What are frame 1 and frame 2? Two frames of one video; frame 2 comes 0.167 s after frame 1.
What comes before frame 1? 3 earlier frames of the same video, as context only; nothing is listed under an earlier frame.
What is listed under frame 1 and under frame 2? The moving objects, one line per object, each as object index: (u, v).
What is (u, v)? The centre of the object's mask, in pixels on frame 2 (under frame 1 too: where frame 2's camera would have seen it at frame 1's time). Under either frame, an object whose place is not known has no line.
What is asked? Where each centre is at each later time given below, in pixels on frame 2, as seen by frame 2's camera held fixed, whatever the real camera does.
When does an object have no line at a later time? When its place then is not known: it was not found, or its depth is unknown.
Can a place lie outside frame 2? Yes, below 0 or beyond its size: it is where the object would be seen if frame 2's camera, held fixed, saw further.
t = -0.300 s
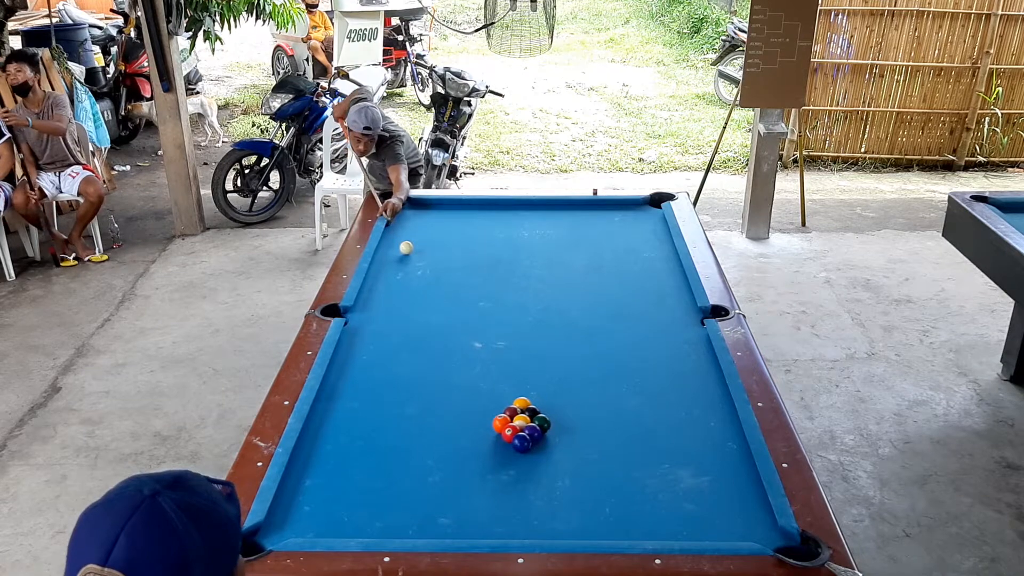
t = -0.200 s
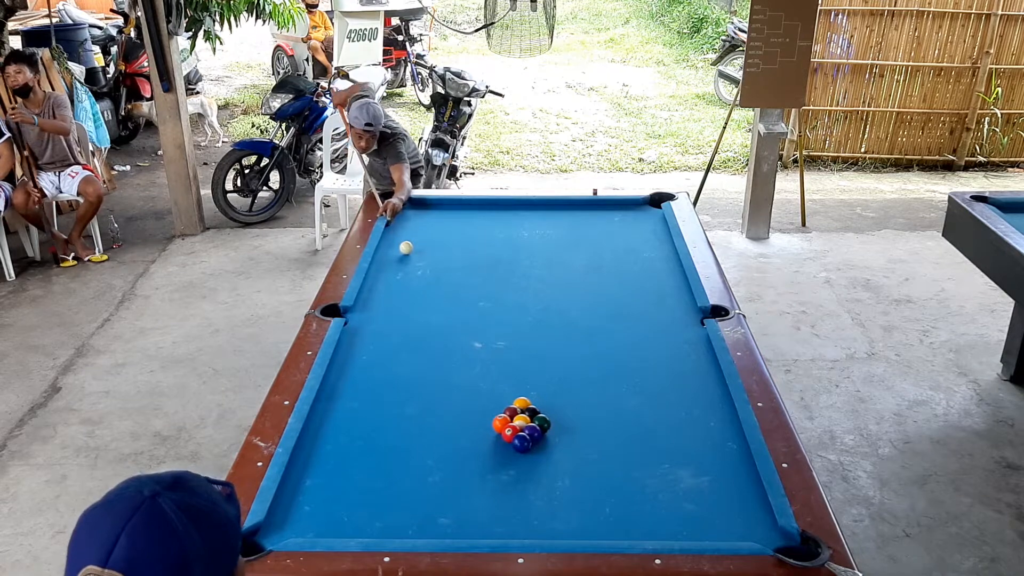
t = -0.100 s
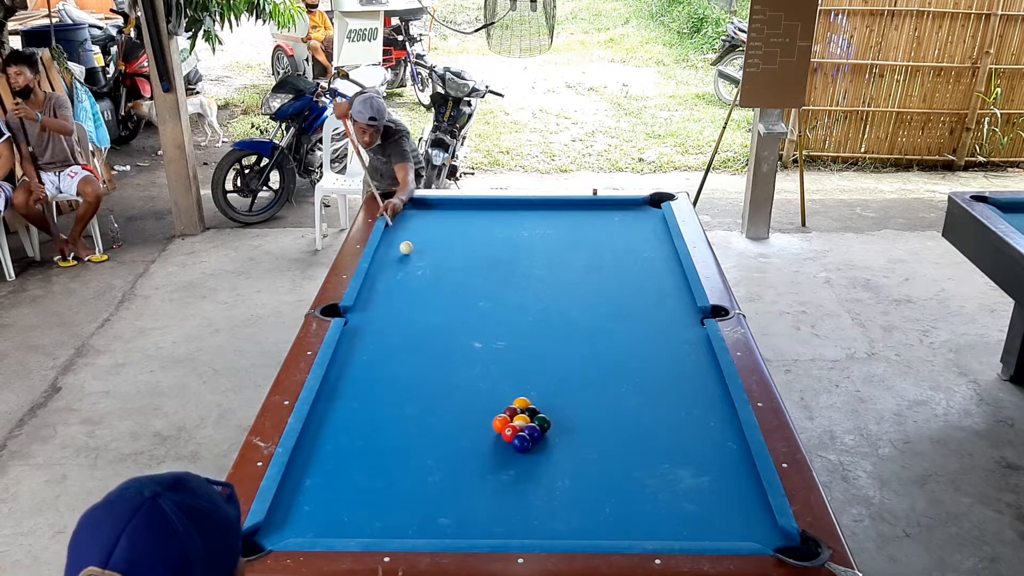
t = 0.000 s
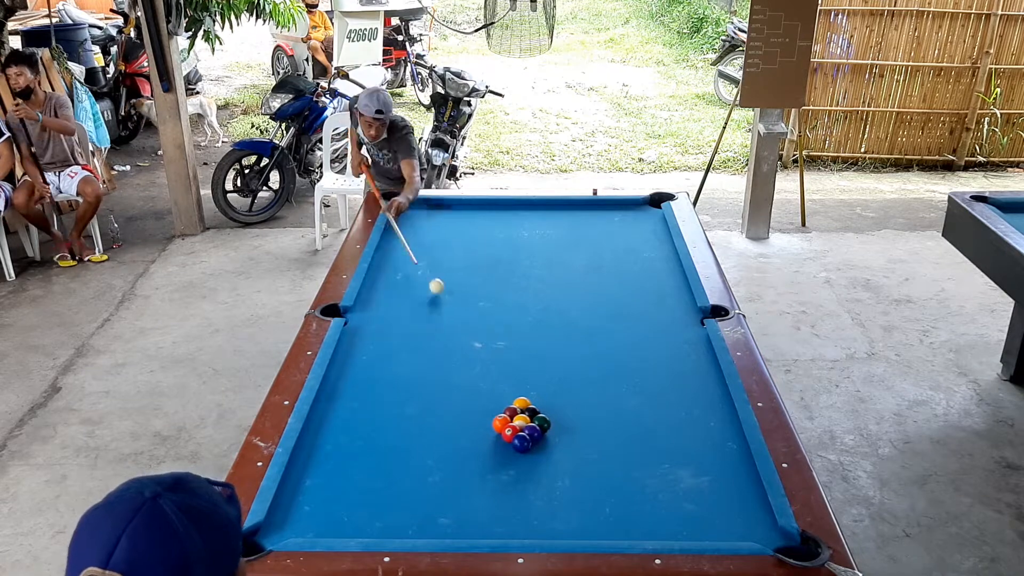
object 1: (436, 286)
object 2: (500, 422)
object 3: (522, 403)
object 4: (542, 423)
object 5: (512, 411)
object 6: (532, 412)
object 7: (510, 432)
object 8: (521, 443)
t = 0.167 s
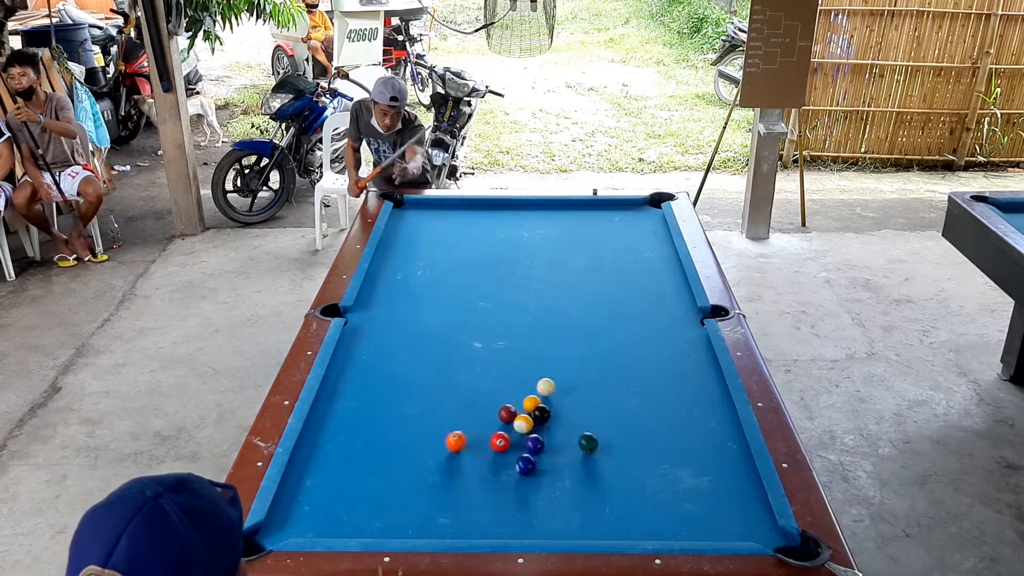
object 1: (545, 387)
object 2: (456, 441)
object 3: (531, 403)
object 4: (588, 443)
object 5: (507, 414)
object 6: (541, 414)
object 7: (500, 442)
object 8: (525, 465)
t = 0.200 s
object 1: (562, 381)
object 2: (424, 453)
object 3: (537, 402)
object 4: (620, 455)
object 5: (504, 413)
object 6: (547, 413)
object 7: (492, 447)
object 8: (528, 479)
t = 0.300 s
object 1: (607, 368)
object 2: (325, 490)
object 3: (554, 398)
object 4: (719, 495)
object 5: (496, 411)
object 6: (562, 411)
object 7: (473, 461)
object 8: (536, 525)
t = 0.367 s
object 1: (635, 360)
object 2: (287, 512)
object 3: (566, 396)
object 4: (755, 517)
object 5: (491, 410)
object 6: (572, 410)
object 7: (460, 471)
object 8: (538, 527)
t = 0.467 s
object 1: (672, 352)
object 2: (336, 527)
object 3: (583, 392)
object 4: (707, 533)
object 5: (484, 408)
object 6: (587, 408)
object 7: (440, 485)
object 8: (529, 511)
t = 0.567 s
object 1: (703, 345)
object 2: (377, 529)
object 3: (599, 389)
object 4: (668, 531)
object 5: (477, 406)
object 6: (601, 406)
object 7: (419, 501)
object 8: (509, 512)
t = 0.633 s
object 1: (686, 346)
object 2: (403, 525)
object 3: (609, 387)
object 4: (644, 526)
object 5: (472, 405)
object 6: (610, 404)
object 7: (406, 508)
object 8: (496, 512)
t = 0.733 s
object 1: (667, 347)
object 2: (434, 532)
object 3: (625, 384)
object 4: (609, 516)
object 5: (466, 403)
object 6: (624, 402)
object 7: (391, 505)
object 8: (478, 512)
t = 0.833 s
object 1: (650, 348)
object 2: (468, 527)
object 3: (640, 380)
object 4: (576, 507)
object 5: (459, 402)
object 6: (638, 400)
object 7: (377, 504)
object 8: (460, 510)
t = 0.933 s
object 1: (633, 349)
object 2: (500, 521)
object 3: (655, 377)
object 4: (544, 499)
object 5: (453, 400)
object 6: (651, 398)
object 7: (363, 502)
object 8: (443, 512)
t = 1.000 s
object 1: (622, 350)
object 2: (522, 517)
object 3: (664, 375)
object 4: (524, 494)
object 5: (450, 399)
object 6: (660, 397)
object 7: (353, 502)
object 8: (432, 512)
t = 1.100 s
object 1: (605, 350)
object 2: (553, 512)
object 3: (678, 372)
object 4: (494, 486)
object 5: (444, 398)
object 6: (673, 396)
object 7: (340, 500)
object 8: (415, 513)
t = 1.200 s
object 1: (588, 351)
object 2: (583, 506)
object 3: (692, 369)
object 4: (465, 479)
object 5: (438, 397)
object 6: (685, 394)
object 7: (326, 498)
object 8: (398, 513)
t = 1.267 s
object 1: (578, 352)
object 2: (603, 503)
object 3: (701, 367)
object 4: (446, 474)
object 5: (435, 396)
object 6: (693, 393)
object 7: (318, 497)
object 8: (388, 513)
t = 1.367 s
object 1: (561, 353)
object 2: (632, 497)
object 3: (709, 364)
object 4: (419, 467)
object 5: (430, 395)
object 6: (706, 391)
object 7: (305, 496)
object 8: (371, 513)
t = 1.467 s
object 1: (546, 354)
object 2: (661, 492)
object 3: (700, 359)
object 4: (392, 460)
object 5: (426, 394)
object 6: (718, 389)
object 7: (293, 494)
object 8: (356, 514)
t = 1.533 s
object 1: (535, 354)
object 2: (680, 489)
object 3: (695, 357)
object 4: (375, 456)
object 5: (423, 393)
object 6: (716, 389)
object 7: (286, 493)
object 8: (346, 514)
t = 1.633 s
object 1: (520, 355)
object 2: (707, 484)
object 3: (687, 353)
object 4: (350, 450)
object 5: (418, 392)
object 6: (710, 388)
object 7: (294, 491)
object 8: (330, 514)
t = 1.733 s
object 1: (504, 356)
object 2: (730, 476)
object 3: (678, 349)
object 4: (325, 444)
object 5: (415, 391)
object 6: (703, 387)
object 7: (301, 489)
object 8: (316, 514)
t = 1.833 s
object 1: (489, 357)
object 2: (744, 468)
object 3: (671, 345)
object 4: (310, 438)
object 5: (411, 390)
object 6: (697, 386)
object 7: (308, 486)
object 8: (302, 514)
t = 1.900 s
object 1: (479, 357)
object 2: (733, 461)
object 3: (666, 343)
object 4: (322, 432)
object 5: (409, 390)
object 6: (693, 386)
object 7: (312, 485)
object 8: (293, 514)
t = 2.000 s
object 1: (465, 358)
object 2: (719, 452)
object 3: (659, 339)
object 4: (338, 425)
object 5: (406, 389)
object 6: (688, 385)
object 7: (319, 483)
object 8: (285, 513)
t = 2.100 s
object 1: (450, 359)
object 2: (705, 443)
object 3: (652, 336)
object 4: (353, 417)
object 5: (403, 388)
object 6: (683, 385)
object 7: (325, 481)
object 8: (288, 513)
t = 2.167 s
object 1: (441, 359)
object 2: (696, 437)
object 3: (648, 334)
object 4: (363, 413)
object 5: (401, 388)
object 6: (679, 384)
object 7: (329, 480)
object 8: (292, 515)
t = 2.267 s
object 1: (427, 360)
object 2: (683, 429)
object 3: (642, 331)
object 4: (378, 406)
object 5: (398, 387)
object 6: (675, 383)
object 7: (334, 478)
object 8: (296, 515)
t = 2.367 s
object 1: (413, 360)
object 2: (671, 421)
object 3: (636, 328)
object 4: (391, 400)
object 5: (396, 385)
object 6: (670, 383)
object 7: (339, 477)
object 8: (303, 516)
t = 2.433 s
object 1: (404, 361)
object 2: (663, 416)
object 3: (632, 326)
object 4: (400, 396)
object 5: (393, 384)
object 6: (667, 382)
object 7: (343, 475)
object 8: (307, 515)
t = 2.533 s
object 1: (390, 362)
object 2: (652, 409)
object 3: (626, 324)
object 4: (413, 390)
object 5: (393, 386)
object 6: (663, 382)
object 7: (348, 474)
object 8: (313, 516)
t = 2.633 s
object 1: (377, 362)
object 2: (641, 402)
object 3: (621, 321)
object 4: (426, 384)
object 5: (391, 385)
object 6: (659, 381)
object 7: (353, 472)
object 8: (319, 516)
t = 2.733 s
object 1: (364, 363)
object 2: (630, 395)
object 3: (615, 319)
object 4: (438, 378)
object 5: (390, 385)
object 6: (656, 381)
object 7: (357, 471)
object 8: (325, 516)
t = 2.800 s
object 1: (356, 363)
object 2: (624, 390)
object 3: (612, 317)
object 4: (446, 375)
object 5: (389, 385)
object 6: (654, 380)
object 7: (360, 470)
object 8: (329, 516)
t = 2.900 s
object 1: (343, 364)
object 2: (614, 384)
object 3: (607, 315)
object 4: (457, 369)
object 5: (388, 384)
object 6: (651, 380)
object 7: (364, 468)
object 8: (334, 516)
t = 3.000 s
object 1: (339, 364)
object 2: (605, 378)
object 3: (603, 313)
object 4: (468, 364)
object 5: (388, 384)
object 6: (648, 379)
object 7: (368, 467)
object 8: (339, 516)
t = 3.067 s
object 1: (343, 363)
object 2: (599, 374)
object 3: (600, 312)
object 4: (475, 361)
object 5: (388, 384)
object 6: (647, 379)
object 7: (370, 466)
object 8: (343, 516)
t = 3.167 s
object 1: (349, 362)
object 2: (590, 369)
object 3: (596, 310)
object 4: (486, 357)
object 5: (387, 384)
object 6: (644, 379)
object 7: (374, 465)
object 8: (347, 516)
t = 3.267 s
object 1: (355, 361)
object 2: (582, 363)
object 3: (592, 308)
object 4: (496, 352)
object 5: (387, 384)
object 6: (643, 378)
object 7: (377, 464)
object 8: (352, 516)
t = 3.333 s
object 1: (359, 361)
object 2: (577, 359)
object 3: (589, 307)
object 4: (503, 349)
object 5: (387, 384)
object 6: (641, 378)
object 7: (379, 463)
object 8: (356, 516)
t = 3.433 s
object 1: (365, 360)
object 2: (569, 354)
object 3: (585, 305)
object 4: (512, 345)
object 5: (387, 384)
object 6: (640, 378)
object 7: (382, 462)
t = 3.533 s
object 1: (370, 360)
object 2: (562, 350)
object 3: (582, 304)
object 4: (522, 341)
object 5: (387, 384)
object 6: (639, 377)
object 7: (384, 462)
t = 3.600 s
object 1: (373, 359)
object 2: (557, 346)
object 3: (580, 303)
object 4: (528, 338)
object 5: (387, 384)
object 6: (638, 377)
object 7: (386, 461)
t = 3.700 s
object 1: (378, 359)
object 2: (550, 342)
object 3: (576, 301)
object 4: (536, 334)
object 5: (387, 384)
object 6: (637, 377)
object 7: (388, 456)
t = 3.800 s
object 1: (383, 358)
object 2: (544, 338)
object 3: (573, 300)
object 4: (545, 327)
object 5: (387, 384)
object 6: (637, 376)
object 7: (390, 460)
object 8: (371, 515)
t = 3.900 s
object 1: (388, 357)
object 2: (538, 335)
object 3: (571, 299)
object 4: (553, 326)
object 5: (387, 384)
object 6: (637, 376)
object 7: (392, 459)
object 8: (375, 517)
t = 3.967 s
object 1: (391, 357)
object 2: (534, 333)
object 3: (569, 298)
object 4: (557, 323)
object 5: (387, 384)
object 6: (636, 376)
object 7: (393, 458)
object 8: (377, 517)
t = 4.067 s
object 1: (395, 357)
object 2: (529, 331)
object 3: (567, 297)
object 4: (565, 319)
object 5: (387, 384)
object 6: (636, 376)
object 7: (395, 458)
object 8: (379, 517)
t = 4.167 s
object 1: (399, 356)
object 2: (524, 328)
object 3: (564, 296)
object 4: (572, 315)
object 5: (387, 384)
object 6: (636, 376)
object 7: (396, 458)
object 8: (382, 517)
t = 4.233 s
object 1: (402, 356)
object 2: (520, 327)
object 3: (562, 295)
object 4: (576, 312)
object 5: (387, 384)
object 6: (636, 377)
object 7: (397, 457)
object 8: (383, 517)
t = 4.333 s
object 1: (405, 355)
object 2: (516, 324)
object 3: (560, 295)
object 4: (583, 309)
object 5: (387, 384)
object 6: (636, 376)
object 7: (398, 457)
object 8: (385, 517)
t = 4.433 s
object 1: (409, 355)
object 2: (511, 322)
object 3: (559, 294)
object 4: (589, 305)
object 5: (387, 384)
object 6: (636, 376)
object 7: (398, 457)
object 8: (387, 517)
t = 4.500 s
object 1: (411, 355)
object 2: (509, 320)
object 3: (558, 294)
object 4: (594, 303)
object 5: (387, 384)
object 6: (636, 376)
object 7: (399, 456)
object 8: (388, 517)
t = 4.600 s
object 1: (415, 355)
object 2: (505, 318)
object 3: (556, 293)
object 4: (600, 300)
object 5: (387, 384)
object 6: (636, 376)
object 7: (399, 456)
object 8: (389, 517)
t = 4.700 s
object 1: (418, 354)
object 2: (501, 316)
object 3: (555, 293)
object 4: (606, 297)
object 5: (387, 384)
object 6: (636, 376)
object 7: (399, 456)
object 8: (390, 517)
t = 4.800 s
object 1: (421, 354)
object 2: (497, 315)
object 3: (554, 292)
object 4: (611, 294)
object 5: (387, 384)
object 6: (636, 376)
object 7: (399, 456)
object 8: (391, 516)
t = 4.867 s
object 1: (423, 354)
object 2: (495, 313)
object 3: (553, 292)
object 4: (615, 292)
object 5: (387, 384)
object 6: (636, 376)
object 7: (399, 456)
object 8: (392, 516)
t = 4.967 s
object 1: (426, 353)
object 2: (491, 311)
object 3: (552, 292)
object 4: (620, 289)
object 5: (387, 384)
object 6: (636, 376)
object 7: (399, 456)
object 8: (392, 516)
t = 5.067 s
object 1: (428, 353)
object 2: (488, 310)
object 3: (552, 292)
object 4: (625, 286)
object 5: (387, 384)
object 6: (636, 376)
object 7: (399, 456)
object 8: (392, 516)
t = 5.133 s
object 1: (430, 353)
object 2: (486, 309)
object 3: (552, 292)
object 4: (629, 284)
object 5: (387, 384)
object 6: (636, 376)
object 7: (399, 456)
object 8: (392, 516)
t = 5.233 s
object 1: (432, 353)
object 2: (483, 308)
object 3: (551, 291)
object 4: (634, 282)
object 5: (387, 384)
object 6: (636, 376)
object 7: (399, 456)
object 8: (392, 516)
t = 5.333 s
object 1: (434, 353)
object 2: (481, 306)
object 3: (551, 291)
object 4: (638, 279)
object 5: (387, 384)
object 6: (636, 376)
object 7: (399, 456)
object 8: (392, 516)
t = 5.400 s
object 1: (435, 352)
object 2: (479, 305)
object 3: (551, 291)
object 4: (642, 278)
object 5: (387, 384)
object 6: (636, 376)
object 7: (399, 456)
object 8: (392, 516)
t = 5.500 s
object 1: (437, 352)
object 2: (476, 304)
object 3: (551, 291)
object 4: (646, 276)
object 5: (387, 384)
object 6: (636, 376)
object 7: (399, 456)
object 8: (392, 516)
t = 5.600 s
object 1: (439, 352)
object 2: (474, 303)
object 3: (551, 291)
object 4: (651, 274)
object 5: (387, 384)
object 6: (636, 376)
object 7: (399, 456)
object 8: (392, 516)
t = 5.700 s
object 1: (440, 352)
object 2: (472, 302)
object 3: (551, 291)
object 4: (655, 272)
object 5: (387, 384)
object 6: (636, 376)
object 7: (399, 456)
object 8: (392, 516)
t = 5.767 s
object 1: (441, 352)
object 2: (471, 301)
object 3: (551, 291)
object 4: (658, 271)
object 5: (387, 384)
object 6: (636, 376)
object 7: (399, 456)
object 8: (392, 516)
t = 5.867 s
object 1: (442, 352)
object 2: (469, 301)
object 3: (551, 291)
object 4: (662, 269)
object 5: (387, 384)
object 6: (636, 376)
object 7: (399, 456)
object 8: (392, 516)
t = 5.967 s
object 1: (443, 352)
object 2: (468, 300)
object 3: (551, 291)
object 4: (665, 267)
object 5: (387, 384)
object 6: (636, 376)
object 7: (399, 456)
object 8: (392, 516)
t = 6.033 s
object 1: (444, 352)
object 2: (467, 299)
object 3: (551, 291)
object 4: (668, 266)
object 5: (387, 384)
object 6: (636, 376)
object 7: (399, 456)
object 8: (392, 516)
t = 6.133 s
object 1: (445, 352)
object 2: (465, 299)
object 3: (551, 291)
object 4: (672, 265)
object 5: (387, 384)
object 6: (636, 376)
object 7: (399, 456)
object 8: (392, 516)
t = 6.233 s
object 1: (446, 352)
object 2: (464, 298)
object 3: (551, 291)
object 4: (674, 263)
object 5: (387, 384)
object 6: (636, 376)
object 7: (399, 456)
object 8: (392, 516)
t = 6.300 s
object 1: (446, 352)
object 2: (464, 298)
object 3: (551, 291)
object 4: (673, 262)
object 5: (387, 384)
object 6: (636, 376)
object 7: (399, 456)
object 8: (392, 516)
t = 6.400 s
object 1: (446, 352)
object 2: (463, 297)
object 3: (551, 291)
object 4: (670, 262)
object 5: (387, 384)
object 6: (636, 376)
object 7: (399, 456)
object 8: (392, 516)
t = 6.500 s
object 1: (446, 352)
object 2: (462, 297)
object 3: (551, 291)
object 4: (668, 261)
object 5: (387, 384)
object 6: (636, 376)
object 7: (399, 456)
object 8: (392, 516)
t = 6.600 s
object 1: (446, 352)
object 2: (461, 297)
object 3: (551, 291)
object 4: (666, 260)
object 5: (387, 384)
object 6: (636, 376)
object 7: (399, 456)
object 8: (392, 516)
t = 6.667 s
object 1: (446, 352)
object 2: (461, 296)
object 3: (551, 291)
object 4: (665, 260)
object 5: (387, 384)
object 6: (636, 376)
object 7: (399, 456)
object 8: (392, 516)
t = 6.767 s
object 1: (446, 352)
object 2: (461, 296)
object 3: (551, 291)
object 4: (664, 260)
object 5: (387, 384)
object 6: (636, 376)
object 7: (399, 456)
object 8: (392, 516)
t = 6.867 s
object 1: (446, 352)
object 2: (461, 296)
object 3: (551, 291)
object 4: (663, 259)
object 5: (387, 384)
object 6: (636, 376)
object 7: (399, 456)
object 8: (392, 516)
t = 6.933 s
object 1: (446, 352)
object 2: (461, 296)
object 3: (551, 291)
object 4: (662, 259)
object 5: (387, 384)
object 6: (636, 376)
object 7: (399, 456)
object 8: (392, 516)
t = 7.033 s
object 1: (446, 352)
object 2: (460, 296)
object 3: (551, 291)
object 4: (661, 258)
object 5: (387, 384)
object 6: (636, 376)
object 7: (399, 456)
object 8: (392, 516)
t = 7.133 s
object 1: (446, 352)
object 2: (461, 296)
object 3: (551, 291)
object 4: (660, 258)
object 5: (387, 384)
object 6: (636, 376)
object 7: (399, 456)
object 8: (392, 516)
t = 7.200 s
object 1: (446, 352)
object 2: (461, 296)
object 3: (551, 291)
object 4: (660, 258)
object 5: (387, 384)
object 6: (636, 376)
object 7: (397, 453)
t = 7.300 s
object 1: (446, 352)
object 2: (461, 296)
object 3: (551, 291)
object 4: (660, 257)
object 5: (387, 384)
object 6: (636, 376)
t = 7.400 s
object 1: (446, 352)
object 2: (461, 296)
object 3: (551, 291)
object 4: (659, 257)
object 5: (387, 384)
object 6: (636, 376)
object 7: (400, 456)
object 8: (392, 517)
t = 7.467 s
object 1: (446, 352)
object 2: (461, 296)
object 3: (551, 291)
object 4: (659, 257)
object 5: (387, 384)
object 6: (636, 376)
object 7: (399, 456)
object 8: (391, 511)
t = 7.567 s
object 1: (446, 352)
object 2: (461, 296)
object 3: (551, 291)
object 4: (659, 257)
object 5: (387, 384)
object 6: (636, 376)
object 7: (399, 456)
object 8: (392, 516)
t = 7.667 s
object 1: (446, 352)
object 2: (461, 296)
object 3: (551, 291)
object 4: (659, 257)
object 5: (387, 384)
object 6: (636, 376)
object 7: (399, 456)
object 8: (392, 516)
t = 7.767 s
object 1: (446, 352)
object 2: (461, 296)
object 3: (551, 291)
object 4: (659, 257)
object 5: (387, 384)
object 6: (636, 376)
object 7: (399, 456)
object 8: (392, 516)
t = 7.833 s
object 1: (446, 352)
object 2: (461, 296)
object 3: (551, 291)
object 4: (659, 257)
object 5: (387, 384)
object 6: (636, 376)
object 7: (399, 456)
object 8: (392, 516)
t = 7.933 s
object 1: (446, 352)
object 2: (461, 296)
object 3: (551, 291)
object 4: (659, 257)
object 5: (387, 384)
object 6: (636, 376)
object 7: (399, 456)
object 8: (392, 516)
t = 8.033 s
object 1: (446, 352)
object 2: (461, 296)
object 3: (551, 291)
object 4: (659, 257)
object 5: (387, 384)
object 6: (636, 376)
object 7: (399, 456)
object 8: (392, 516)
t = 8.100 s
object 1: (446, 352)
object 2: (461, 296)
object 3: (551, 291)
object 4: (659, 257)
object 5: (387, 384)
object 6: (636, 376)
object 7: (399, 456)
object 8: (392, 516)
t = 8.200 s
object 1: (446, 352)
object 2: (461, 296)
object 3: (551, 291)
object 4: (659, 257)
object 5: (387, 384)
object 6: (636, 376)
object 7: (399, 456)
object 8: (392, 516)
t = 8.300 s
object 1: (446, 352)
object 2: (461, 296)
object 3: (551, 291)
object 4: (659, 257)
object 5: (387, 384)
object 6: (636, 376)
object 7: (399, 456)
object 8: (392, 516)
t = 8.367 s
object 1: (446, 352)
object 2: (461, 296)
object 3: (551, 291)
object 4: (659, 257)
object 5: (387, 384)
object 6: (636, 376)
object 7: (399, 456)
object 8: (392, 516)
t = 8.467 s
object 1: (446, 352)
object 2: (461, 296)
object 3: (551, 291)
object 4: (659, 257)
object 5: (387, 384)
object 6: (636, 376)
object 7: (399, 456)
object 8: (392, 516)
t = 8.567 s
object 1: (446, 352)
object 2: (461, 296)
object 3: (551, 291)
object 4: (659, 257)
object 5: (387, 384)
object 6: (636, 376)
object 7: (399, 456)
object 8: (392, 516)
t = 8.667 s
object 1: (446, 352)
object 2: (461, 296)
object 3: (551, 291)
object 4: (659, 257)
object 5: (387, 384)
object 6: (636, 376)
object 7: (399, 456)
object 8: (392, 516)
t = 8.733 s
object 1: (446, 352)
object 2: (461, 296)
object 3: (551, 291)
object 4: (659, 257)
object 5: (387, 384)
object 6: (636, 376)
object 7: (399, 456)
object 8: (392, 516)
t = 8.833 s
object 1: (446, 352)
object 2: (461, 296)
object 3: (551, 291)
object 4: (659, 257)
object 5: (387, 384)
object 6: (636, 376)
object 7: (399, 456)
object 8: (392, 516)
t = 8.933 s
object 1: (446, 352)
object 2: (461, 296)
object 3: (551, 291)
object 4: (659, 257)
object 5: (387, 384)
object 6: (636, 376)
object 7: (399, 456)
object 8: (392, 516)
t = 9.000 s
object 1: (446, 352)
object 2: (461, 296)
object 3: (551, 291)
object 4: (659, 257)
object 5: (387, 384)
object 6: (636, 376)
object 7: (399, 456)
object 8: (392, 516)
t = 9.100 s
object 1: (446, 352)
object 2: (461, 296)
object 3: (551, 291)
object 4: (659, 257)
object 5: (387, 384)
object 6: (636, 376)
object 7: (399, 456)
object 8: (392, 516)
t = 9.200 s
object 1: (446, 352)
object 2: (461, 296)
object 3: (551, 291)
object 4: (659, 257)
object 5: (387, 384)
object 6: (636, 376)
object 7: (399, 456)
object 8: (392, 516)
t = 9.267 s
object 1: (446, 352)
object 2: (461, 296)
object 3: (551, 291)
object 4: (659, 257)
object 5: (387, 384)
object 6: (636, 376)
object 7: (399, 456)
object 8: (392, 516)
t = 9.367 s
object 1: (446, 352)
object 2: (461, 296)
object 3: (551, 291)
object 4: (659, 257)
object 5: (387, 384)
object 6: (636, 376)
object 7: (399, 456)
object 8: (392, 516)
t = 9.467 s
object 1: (446, 352)
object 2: (461, 296)
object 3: (551, 291)
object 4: (659, 257)
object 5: (387, 384)
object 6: (636, 376)
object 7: (399, 456)
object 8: (392, 516)
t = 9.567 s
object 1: (446, 352)
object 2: (461, 296)
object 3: (551, 291)
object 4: (659, 257)
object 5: (387, 384)
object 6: (636, 376)
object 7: (399, 456)
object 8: (392, 516)
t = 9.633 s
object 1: (446, 352)
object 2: (461, 296)
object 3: (551, 291)
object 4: (659, 257)
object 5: (387, 384)
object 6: (636, 376)
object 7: (399, 456)
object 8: (392, 516)
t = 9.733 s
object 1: (446, 352)
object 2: (461, 296)
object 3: (551, 291)
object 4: (659, 257)
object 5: (387, 384)
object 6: (636, 376)
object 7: (399, 456)
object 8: (392, 516)
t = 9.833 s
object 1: (446, 352)
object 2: (461, 296)
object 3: (551, 291)
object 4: (659, 257)
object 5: (387, 384)
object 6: (636, 376)
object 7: (399, 456)
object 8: (392, 516)
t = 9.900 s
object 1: (446, 352)
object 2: (461, 296)
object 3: (551, 291)
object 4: (659, 257)
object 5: (387, 384)
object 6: (636, 376)
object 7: (399, 456)
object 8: (392, 516)
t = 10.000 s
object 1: (446, 352)
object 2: (461, 296)
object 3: (551, 291)
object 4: (659, 257)
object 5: (387, 384)
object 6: (636, 376)
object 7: (399, 456)
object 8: (392, 516)
